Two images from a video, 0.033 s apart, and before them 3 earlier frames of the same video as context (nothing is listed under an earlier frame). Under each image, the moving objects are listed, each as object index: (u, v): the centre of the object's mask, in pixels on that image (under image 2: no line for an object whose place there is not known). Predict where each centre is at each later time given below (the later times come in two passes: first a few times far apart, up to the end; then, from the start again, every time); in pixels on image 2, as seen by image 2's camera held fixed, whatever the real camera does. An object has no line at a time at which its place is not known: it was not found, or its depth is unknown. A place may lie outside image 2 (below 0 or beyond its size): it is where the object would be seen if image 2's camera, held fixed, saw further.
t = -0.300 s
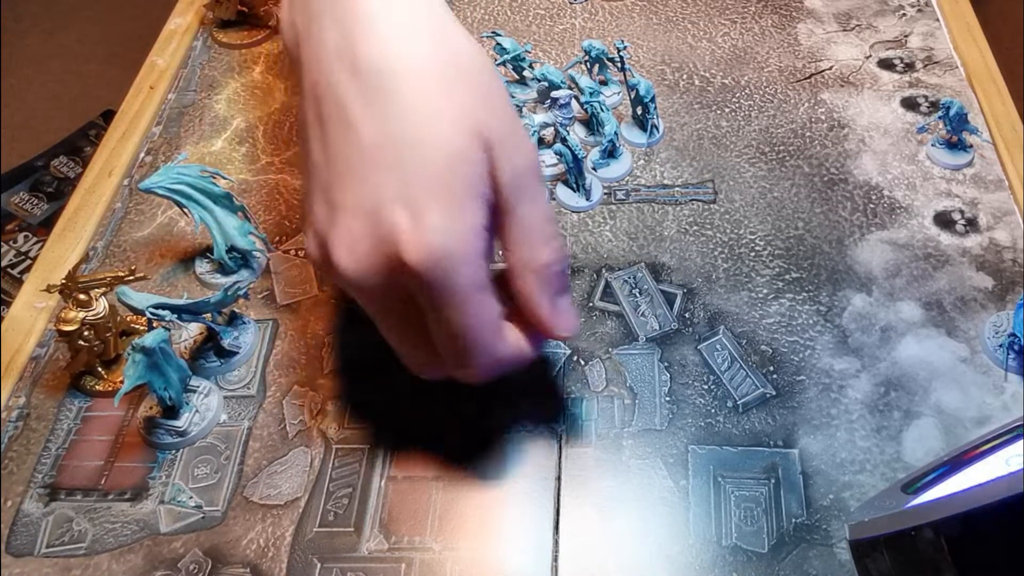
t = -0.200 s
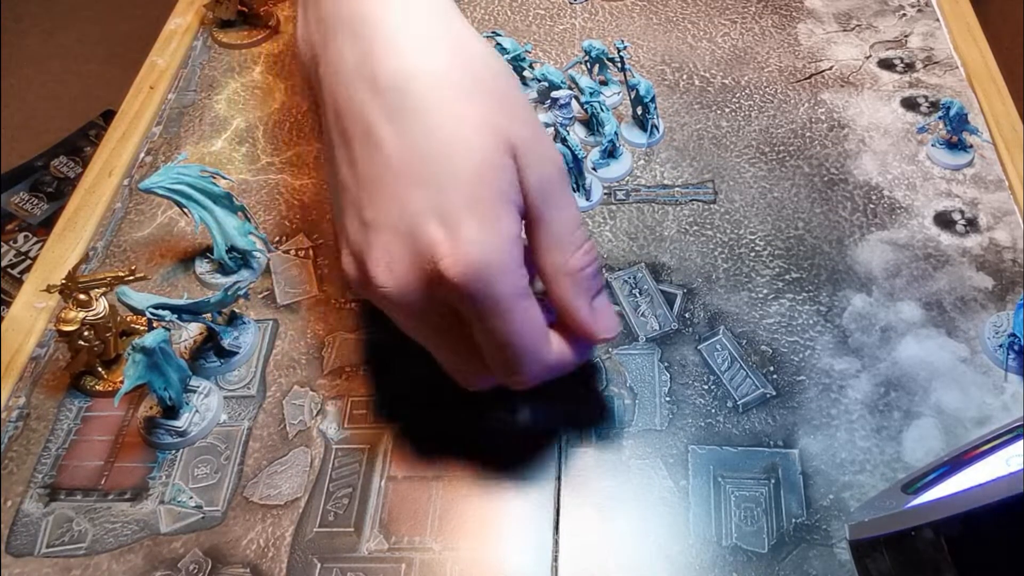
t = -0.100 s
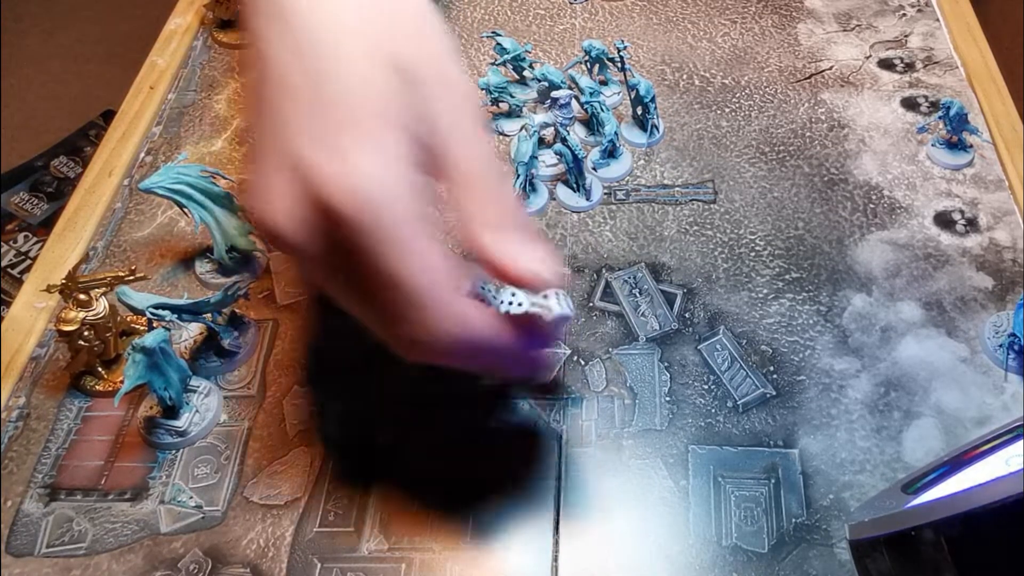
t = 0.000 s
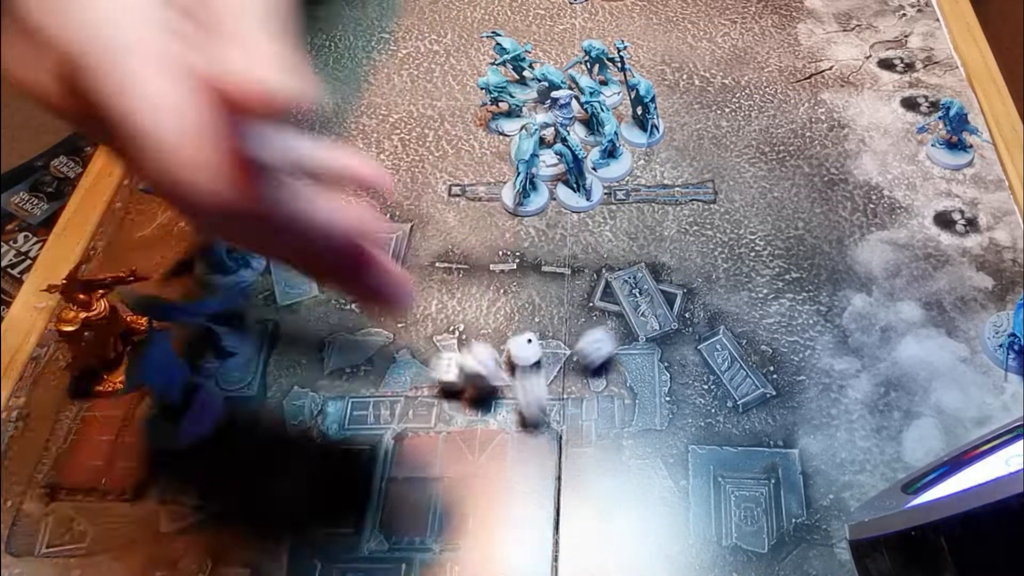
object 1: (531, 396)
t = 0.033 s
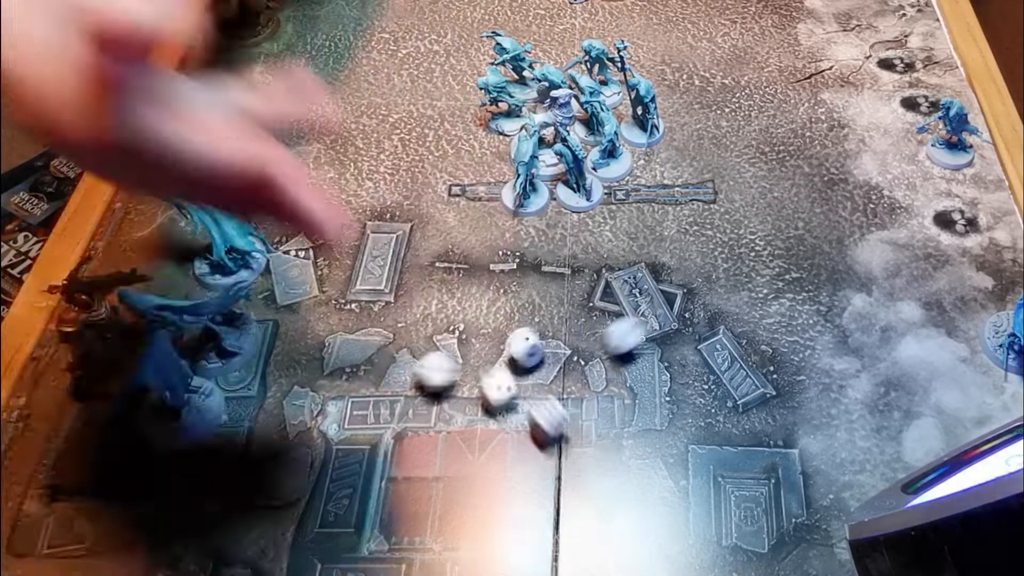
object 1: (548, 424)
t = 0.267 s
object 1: (598, 493)
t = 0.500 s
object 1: (598, 493)
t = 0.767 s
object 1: (598, 493)
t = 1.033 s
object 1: (598, 492)
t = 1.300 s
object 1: (598, 492)
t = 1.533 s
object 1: (598, 492)
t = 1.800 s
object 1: (598, 493)
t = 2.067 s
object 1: (598, 493)
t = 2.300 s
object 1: (598, 493)
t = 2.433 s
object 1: (598, 493)
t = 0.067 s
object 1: (565, 440)
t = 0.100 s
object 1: (577, 458)
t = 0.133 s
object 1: (588, 474)
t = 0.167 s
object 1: (594, 485)
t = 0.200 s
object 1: (597, 491)
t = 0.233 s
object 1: (598, 493)
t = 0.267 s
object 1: (598, 493)
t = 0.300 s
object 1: (598, 493)
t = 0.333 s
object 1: (598, 493)
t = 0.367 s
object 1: (598, 493)
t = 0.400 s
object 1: (598, 493)
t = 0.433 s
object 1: (598, 493)
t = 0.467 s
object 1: (598, 493)
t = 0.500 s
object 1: (598, 493)
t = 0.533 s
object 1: (598, 493)
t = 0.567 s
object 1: (598, 493)
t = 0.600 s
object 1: (598, 493)
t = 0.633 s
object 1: (598, 492)
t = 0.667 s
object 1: (598, 493)
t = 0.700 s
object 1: (598, 492)
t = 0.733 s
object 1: (598, 492)
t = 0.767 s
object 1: (598, 493)
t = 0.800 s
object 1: (598, 493)
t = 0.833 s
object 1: (598, 492)
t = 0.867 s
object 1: (598, 492)
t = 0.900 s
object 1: (598, 492)
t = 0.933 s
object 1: (598, 492)
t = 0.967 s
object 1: (598, 493)
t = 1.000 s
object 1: (598, 493)
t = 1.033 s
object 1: (598, 492)
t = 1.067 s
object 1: (598, 493)
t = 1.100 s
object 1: (598, 492)
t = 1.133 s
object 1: (598, 492)
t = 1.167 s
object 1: (598, 492)
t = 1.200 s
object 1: (598, 492)
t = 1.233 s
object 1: (598, 492)
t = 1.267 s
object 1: (598, 492)
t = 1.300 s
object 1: (598, 492)
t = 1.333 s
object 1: (598, 492)
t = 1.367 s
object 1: (598, 492)
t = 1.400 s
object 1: (598, 492)
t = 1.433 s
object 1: (598, 492)
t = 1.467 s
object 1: (598, 492)
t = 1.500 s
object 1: (598, 492)
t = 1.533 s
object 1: (598, 492)
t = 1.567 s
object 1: (598, 492)
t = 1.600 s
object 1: (598, 492)
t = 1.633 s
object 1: (598, 492)
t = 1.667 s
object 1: (598, 493)
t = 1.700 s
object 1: (598, 493)
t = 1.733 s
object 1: (598, 493)
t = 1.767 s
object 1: (598, 493)
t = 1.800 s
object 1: (598, 493)
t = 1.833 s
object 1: (598, 493)
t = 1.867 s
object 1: (598, 493)
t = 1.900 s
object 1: (598, 493)
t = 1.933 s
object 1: (598, 493)
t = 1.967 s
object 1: (598, 493)
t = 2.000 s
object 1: (598, 493)
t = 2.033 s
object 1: (598, 493)
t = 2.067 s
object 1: (598, 493)
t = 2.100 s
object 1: (598, 493)
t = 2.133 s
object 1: (598, 493)
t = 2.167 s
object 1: (598, 493)
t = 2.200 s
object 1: (598, 492)
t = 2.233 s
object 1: (598, 492)
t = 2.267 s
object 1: (598, 492)
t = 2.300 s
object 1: (598, 493)
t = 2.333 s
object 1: (598, 493)
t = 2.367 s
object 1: (598, 493)
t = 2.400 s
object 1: (598, 493)
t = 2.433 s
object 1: (598, 493)
